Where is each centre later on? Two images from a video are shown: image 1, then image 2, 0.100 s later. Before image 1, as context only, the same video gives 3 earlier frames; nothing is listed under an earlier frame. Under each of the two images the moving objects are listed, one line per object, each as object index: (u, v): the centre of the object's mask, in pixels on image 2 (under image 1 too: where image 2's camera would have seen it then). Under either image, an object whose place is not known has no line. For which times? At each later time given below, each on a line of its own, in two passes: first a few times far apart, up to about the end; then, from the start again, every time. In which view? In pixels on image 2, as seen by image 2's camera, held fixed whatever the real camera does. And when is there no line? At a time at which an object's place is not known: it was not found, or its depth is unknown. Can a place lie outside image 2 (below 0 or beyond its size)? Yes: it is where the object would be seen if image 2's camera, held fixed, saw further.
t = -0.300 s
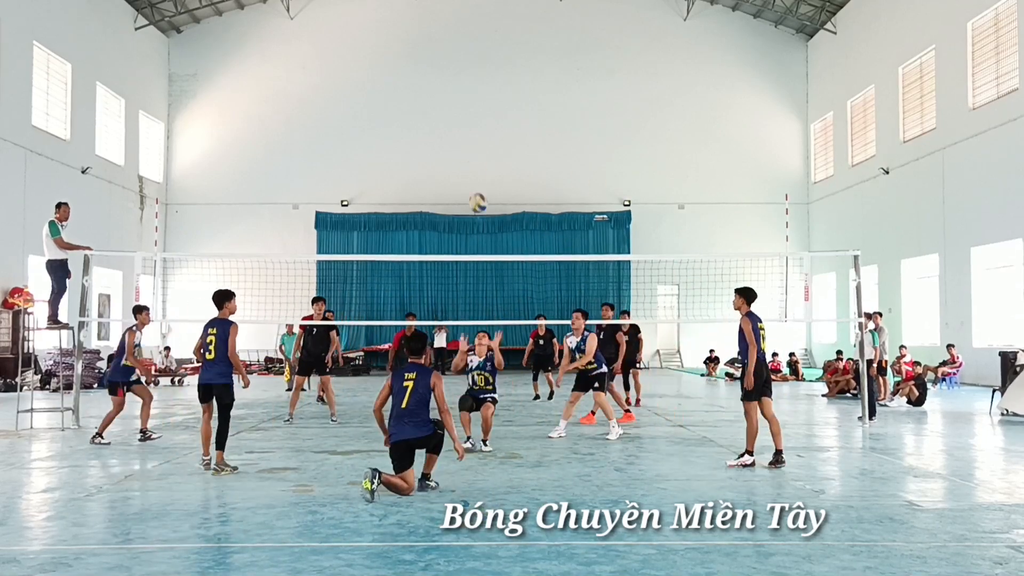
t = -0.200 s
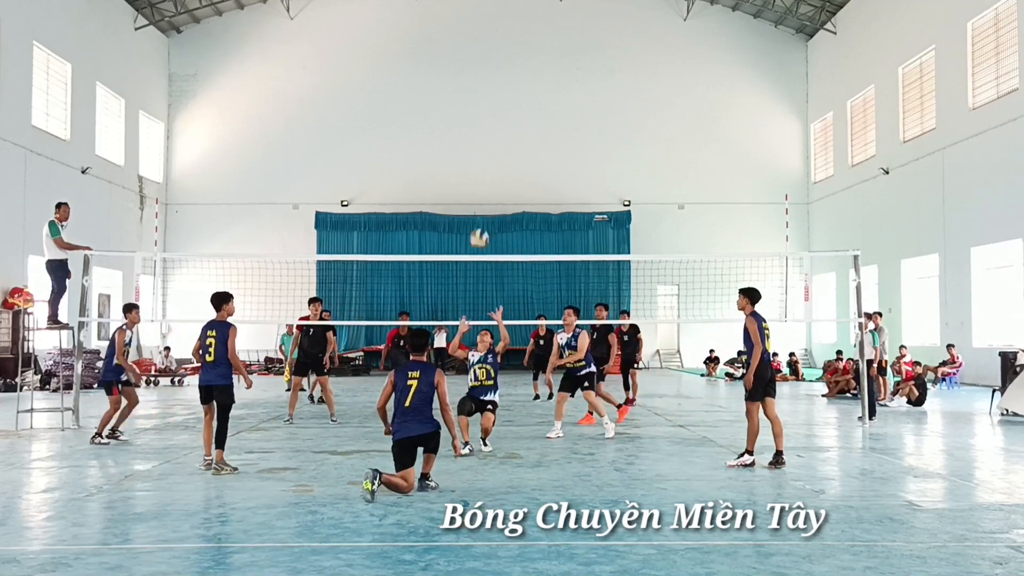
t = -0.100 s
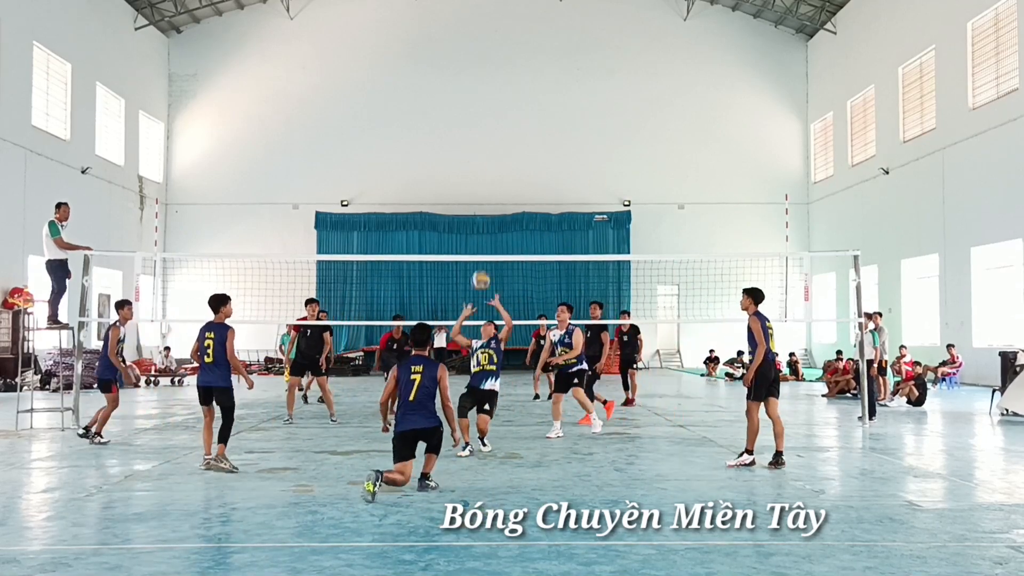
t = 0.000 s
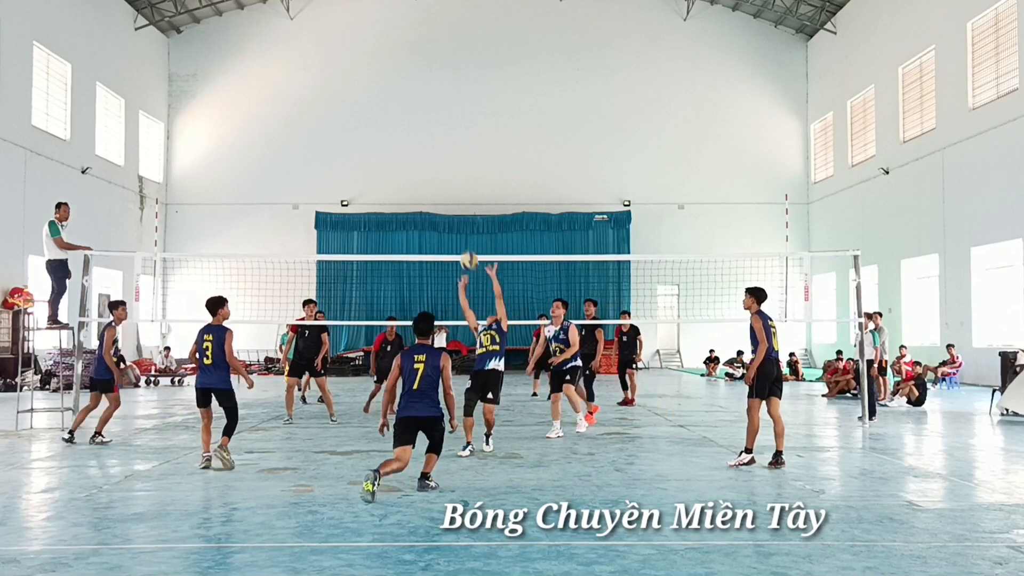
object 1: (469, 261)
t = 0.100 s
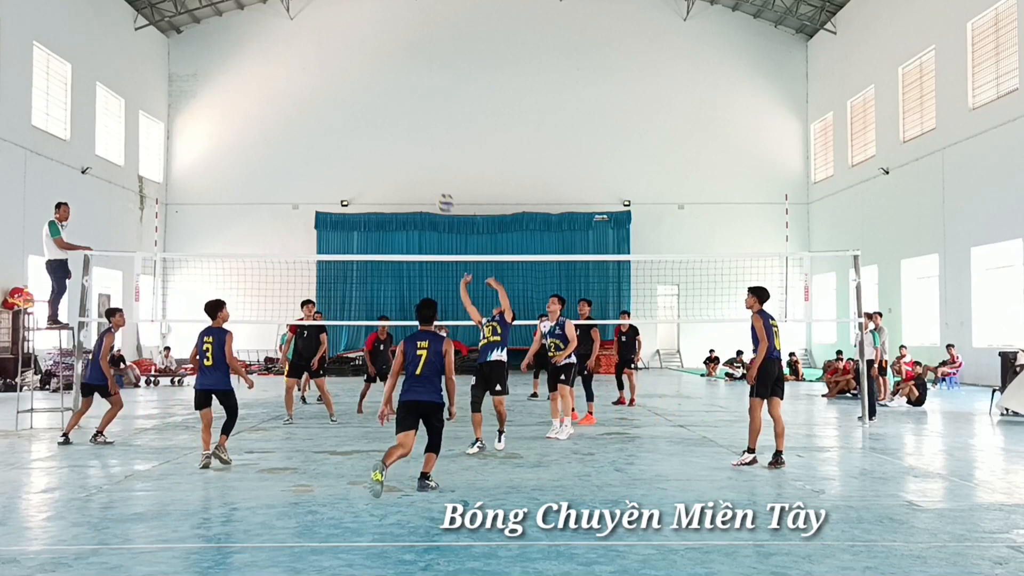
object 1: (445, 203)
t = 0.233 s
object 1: (415, 142)
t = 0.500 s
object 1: (362, 72)
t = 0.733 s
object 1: (320, 61)
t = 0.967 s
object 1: (280, 91)
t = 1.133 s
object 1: (255, 137)
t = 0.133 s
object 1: (438, 185)
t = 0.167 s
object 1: (430, 170)
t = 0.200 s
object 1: (422, 155)
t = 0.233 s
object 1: (415, 142)
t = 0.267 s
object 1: (408, 129)
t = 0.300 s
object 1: (401, 118)
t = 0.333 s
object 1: (394, 108)
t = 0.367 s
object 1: (388, 99)
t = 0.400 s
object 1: (381, 91)
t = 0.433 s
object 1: (375, 83)
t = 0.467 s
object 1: (369, 78)
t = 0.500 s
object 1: (362, 72)
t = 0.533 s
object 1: (356, 68)
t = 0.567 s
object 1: (351, 64)
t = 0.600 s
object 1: (344, 62)
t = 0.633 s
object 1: (338, 61)
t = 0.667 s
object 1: (332, 60)
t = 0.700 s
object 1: (326, 60)
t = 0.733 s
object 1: (320, 61)
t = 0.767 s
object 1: (314, 62)
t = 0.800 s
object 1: (308, 65)
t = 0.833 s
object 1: (303, 69)
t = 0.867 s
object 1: (297, 73)
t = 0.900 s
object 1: (291, 78)
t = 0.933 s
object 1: (286, 85)
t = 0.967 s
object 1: (280, 91)
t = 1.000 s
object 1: (275, 99)
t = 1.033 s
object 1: (270, 107)
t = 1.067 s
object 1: (265, 117)
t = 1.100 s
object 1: (260, 126)
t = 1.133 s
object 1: (255, 137)
